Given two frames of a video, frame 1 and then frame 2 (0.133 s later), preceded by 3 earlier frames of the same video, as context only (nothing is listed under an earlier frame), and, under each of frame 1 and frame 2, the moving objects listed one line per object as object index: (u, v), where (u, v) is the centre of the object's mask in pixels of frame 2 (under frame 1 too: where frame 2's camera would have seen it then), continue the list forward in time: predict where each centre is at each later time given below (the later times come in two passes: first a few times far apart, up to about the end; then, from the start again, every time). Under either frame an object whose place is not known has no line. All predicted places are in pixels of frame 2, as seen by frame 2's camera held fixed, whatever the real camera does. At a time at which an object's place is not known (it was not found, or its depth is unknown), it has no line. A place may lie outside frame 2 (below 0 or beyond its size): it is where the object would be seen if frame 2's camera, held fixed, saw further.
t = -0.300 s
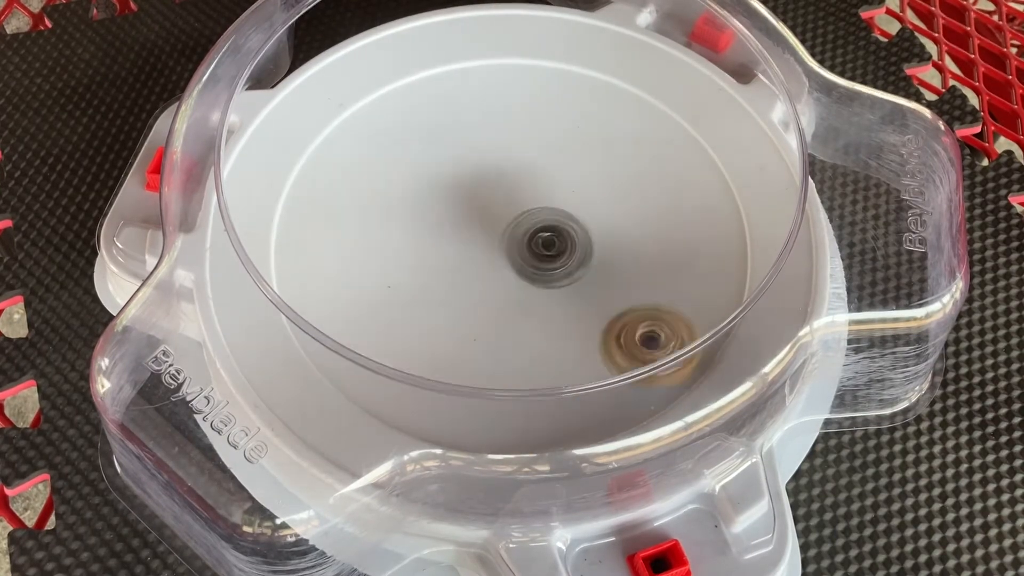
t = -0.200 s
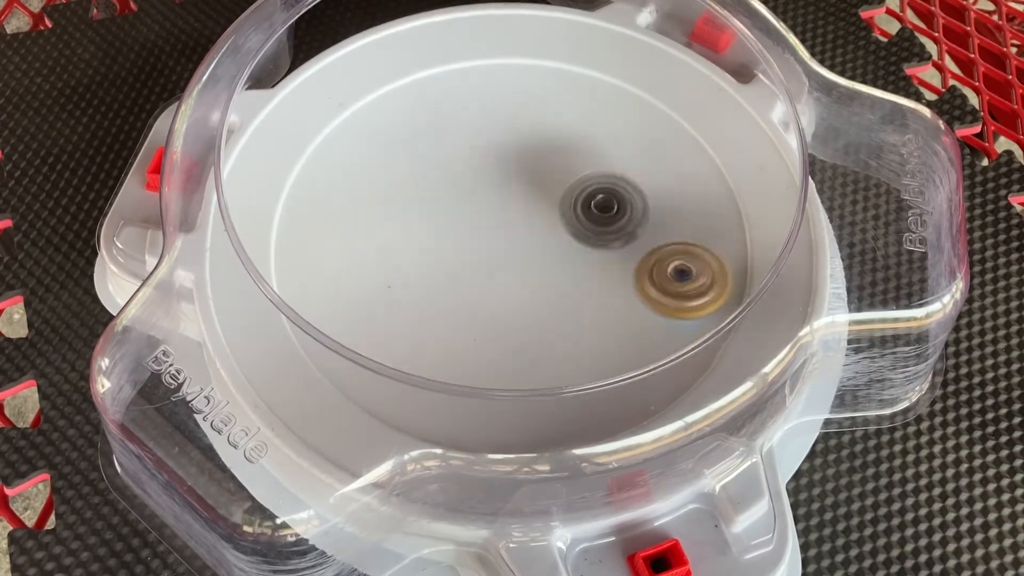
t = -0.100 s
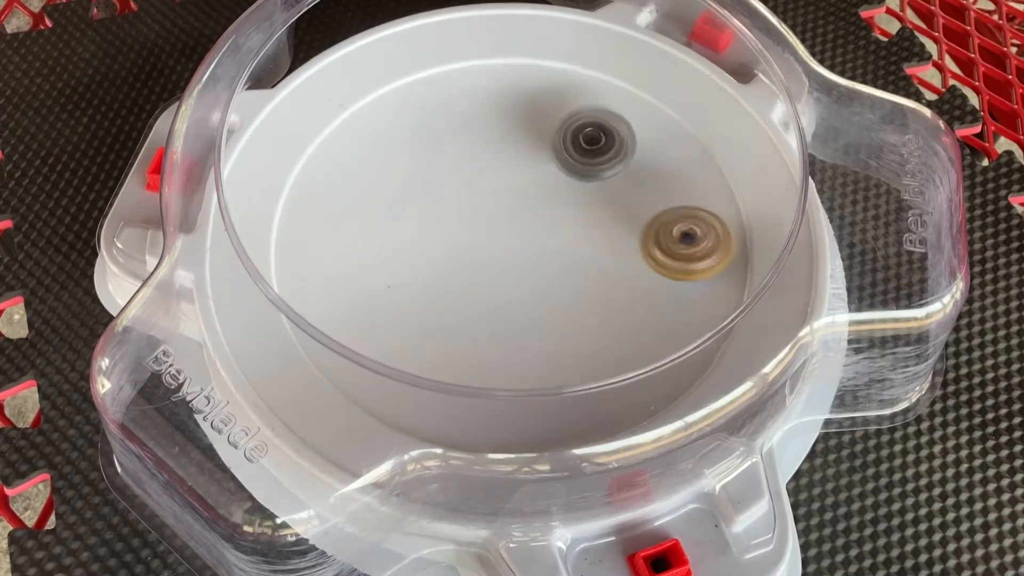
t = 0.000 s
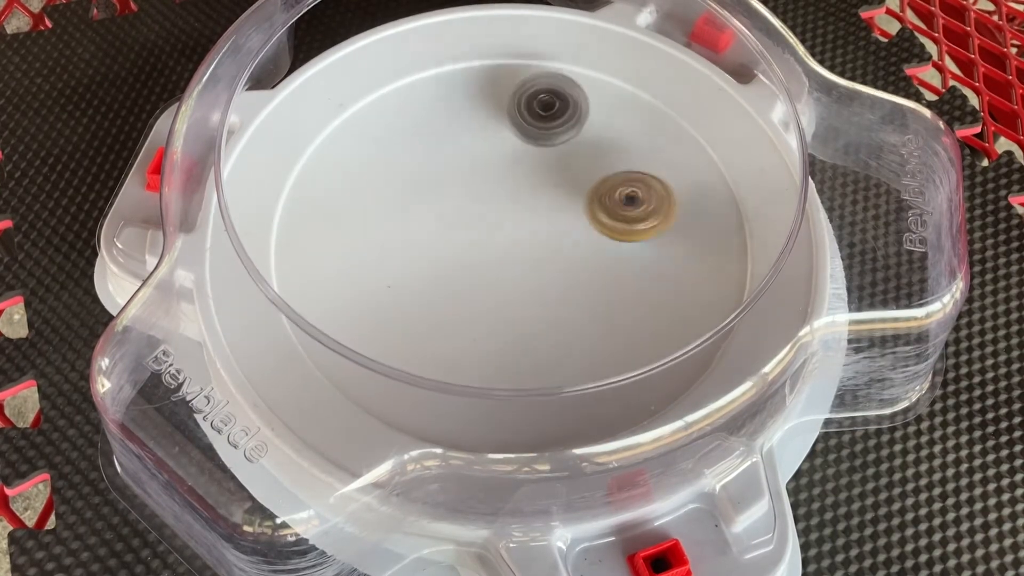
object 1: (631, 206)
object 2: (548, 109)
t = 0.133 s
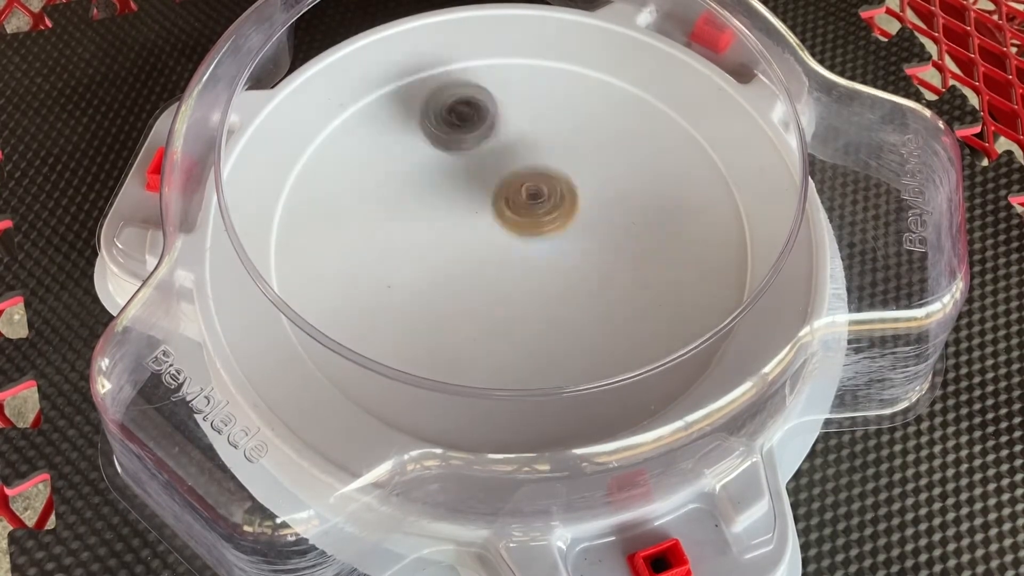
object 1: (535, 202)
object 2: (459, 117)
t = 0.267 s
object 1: (524, 320)
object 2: (332, 64)
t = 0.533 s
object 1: (588, 352)
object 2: (306, 218)
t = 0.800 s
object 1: (555, 267)
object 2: (587, 346)
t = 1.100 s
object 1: (406, 262)
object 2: (684, 144)
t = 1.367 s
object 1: (422, 327)
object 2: (454, 100)
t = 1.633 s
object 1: (501, 300)
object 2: (375, 298)
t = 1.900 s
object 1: (469, 202)
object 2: (598, 355)
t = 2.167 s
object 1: (391, 183)
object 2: (644, 214)
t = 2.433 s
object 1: (400, 253)
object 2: (487, 171)
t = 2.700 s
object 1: (522, 279)
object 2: (434, 195)
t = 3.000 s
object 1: (568, 154)
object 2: (501, 265)
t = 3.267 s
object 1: (457, 153)
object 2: (540, 264)
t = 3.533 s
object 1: (382, 204)
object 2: (639, 293)
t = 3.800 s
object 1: (399, 272)
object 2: (687, 244)
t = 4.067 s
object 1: (493, 301)
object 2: (562, 222)
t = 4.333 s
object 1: (570, 289)
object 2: (505, 229)
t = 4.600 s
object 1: (579, 227)
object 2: (458, 285)
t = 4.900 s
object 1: (528, 228)
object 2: (468, 307)
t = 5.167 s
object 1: (516, 232)
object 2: (466, 302)
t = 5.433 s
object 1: (529, 226)
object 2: (463, 294)
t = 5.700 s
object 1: (548, 208)
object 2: (439, 284)
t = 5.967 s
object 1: (536, 201)
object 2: (461, 245)
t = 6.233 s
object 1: (552, 197)
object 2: (454, 228)
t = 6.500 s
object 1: (558, 205)
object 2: (461, 221)
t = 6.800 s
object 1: (572, 230)
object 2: (480, 211)
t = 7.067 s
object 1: (582, 257)
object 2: (489, 200)
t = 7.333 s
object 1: (583, 279)
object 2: (508, 211)
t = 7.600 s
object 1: (564, 299)
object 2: (528, 209)
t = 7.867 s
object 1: (528, 307)
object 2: (529, 220)
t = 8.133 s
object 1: (487, 309)
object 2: (538, 227)
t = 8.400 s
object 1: (472, 293)
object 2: (533, 231)
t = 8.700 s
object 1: (444, 272)
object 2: (556, 222)
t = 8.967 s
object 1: (434, 234)
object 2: (553, 223)
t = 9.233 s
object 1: (450, 206)
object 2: (532, 242)
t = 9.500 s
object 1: (472, 191)
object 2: (550, 270)
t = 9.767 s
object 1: (510, 192)
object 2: (528, 273)
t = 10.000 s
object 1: (543, 180)
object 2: (515, 291)
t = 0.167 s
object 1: (533, 238)
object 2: (419, 93)
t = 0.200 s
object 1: (529, 271)
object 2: (384, 75)
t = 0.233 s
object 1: (525, 297)
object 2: (357, 64)
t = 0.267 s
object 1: (524, 320)
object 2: (332, 64)
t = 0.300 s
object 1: (527, 339)
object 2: (312, 68)
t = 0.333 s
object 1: (532, 353)
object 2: (297, 77)
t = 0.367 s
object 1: (540, 359)
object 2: (288, 90)
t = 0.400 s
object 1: (549, 362)
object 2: (281, 108)
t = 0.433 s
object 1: (560, 370)
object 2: (280, 131)
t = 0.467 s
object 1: (568, 361)
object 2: (281, 156)
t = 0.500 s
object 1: (577, 357)
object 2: (291, 188)
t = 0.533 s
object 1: (588, 352)
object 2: (306, 218)
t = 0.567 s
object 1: (596, 346)
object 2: (325, 248)
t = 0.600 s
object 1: (601, 336)
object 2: (355, 280)
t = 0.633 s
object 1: (603, 324)
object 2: (389, 308)
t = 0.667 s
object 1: (599, 310)
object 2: (426, 327)
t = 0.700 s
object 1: (593, 298)
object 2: (467, 343)
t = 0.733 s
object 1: (583, 286)
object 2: (506, 351)
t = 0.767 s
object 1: (571, 275)
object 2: (547, 351)
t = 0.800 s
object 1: (555, 267)
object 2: (587, 346)
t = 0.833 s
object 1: (537, 260)
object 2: (622, 335)
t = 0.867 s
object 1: (518, 255)
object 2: (653, 320)
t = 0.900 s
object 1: (497, 252)
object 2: (676, 302)
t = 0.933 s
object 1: (479, 249)
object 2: (696, 277)
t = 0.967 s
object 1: (462, 249)
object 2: (706, 250)
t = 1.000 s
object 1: (446, 250)
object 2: (710, 226)
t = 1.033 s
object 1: (432, 253)
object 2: (709, 198)
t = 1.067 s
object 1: (418, 257)
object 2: (700, 170)
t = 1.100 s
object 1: (406, 262)
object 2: (684, 144)
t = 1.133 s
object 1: (397, 269)
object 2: (665, 122)
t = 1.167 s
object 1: (389, 278)
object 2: (642, 102)
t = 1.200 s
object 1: (386, 285)
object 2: (611, 89)
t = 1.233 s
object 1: (387, 294)
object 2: (581, 81)
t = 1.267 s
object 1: (392, 303)
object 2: (547, 78)
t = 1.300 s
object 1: (400, 313)
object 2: (515, 80)
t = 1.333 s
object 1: (411, 320)
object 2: (483, 88)
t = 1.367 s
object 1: (422, 327)
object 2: (454, 100)
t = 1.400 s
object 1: (434, 333)
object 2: (427, 115)
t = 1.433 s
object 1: (447, 336)
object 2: (404, 134)
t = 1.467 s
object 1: (460, 335)
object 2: (386, 155)
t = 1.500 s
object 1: (471, 332)
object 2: (372, 180)
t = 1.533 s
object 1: (482, 327)
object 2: (363, 209)
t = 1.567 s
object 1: (490, 321)
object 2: (360, 238)
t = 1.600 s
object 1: (496, 312)
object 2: (364, 267)
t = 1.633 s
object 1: (501, 300)
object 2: (375, 298)
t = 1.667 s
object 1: (504, 287)
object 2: (395, 325)
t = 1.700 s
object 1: (505, 273)
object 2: (418, 341)
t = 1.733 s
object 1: (502, 259)
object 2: (445, 353)
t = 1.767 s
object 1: (497, 245)
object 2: (476, 371)
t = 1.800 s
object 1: (492, 233)
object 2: (508, 380)
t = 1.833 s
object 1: (485, 221)
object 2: (541, 378)
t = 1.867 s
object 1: (477, 211)
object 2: (572, 362)
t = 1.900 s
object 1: (469, 202)
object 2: (598, 355)
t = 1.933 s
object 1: (458, 193)
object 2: (624, 343)
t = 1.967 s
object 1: (448, 188)
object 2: (644, 329)
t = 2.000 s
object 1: (438, 183)
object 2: (661, 310)
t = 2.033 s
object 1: (429, 180)
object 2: (667, 291)
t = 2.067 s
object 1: (419, 178)
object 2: (670, 269)
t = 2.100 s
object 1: (409, 178)
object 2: (664, 249)
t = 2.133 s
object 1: (400, 180)
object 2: (658, 232)
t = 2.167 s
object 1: (391, 183)
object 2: (644, 214)
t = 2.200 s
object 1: (381, 187)
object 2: (629, 200)
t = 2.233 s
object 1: (372, 194)
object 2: (611, 188)
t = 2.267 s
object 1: (364, 202)
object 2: (591, 179)
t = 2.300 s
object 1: (361, 213)
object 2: (570, 173)
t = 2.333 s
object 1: (364, 224)
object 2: (547, 169)
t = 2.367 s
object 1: (373, 236)
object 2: (526, 167)
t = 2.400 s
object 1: (385, 246)
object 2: (505, 168)
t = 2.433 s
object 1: (400, 253)
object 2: (487, 171)
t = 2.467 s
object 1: (418, 256)
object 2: (469, 177)
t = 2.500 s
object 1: (434, 258)
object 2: (455, 182)
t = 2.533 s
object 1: (445, 271)
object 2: (448, 175)
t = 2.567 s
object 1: (457, 280)
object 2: (443, 173)
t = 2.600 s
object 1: (471, 285)
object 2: (438, 174)
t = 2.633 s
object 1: (487, 287)
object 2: (436, 178)
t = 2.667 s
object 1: (505, 285)
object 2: (433, 186)
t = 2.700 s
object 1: (522, 279)
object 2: (434, 195)
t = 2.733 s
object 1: (540, 270)
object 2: (436, 207)
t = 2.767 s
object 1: (555, 258)
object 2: (440, 217)
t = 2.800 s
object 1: (567, 245)
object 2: (446, 227)
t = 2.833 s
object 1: (576, 230)
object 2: (452, 235)
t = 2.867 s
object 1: (582, 214)
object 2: (461, 244)
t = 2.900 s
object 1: (583, 197)
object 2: (470, 250)
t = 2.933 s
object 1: (581, 182)
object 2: (481, 257)
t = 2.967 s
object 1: (576, 167)
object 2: (491, 261)
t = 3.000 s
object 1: (568, 154)
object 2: (501, 265)
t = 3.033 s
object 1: (556, 143)
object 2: (510, 268)
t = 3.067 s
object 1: (542, 135)
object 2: (517, 270)
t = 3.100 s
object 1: (527, 130)
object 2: (525, 272)
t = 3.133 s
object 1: (512, 127)
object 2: (530, 272)
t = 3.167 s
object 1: (496, 130)
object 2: (535, 271)
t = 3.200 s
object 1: (480, 134)
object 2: (538, 270)
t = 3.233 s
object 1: (468, 142)
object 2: (540, 267)
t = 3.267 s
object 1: (457, 153)
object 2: (540, 264)
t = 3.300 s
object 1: (449, 166)
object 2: (539, 261)
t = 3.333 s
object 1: (444, 181)
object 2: (539, 257)
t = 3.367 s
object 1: (443, 196)
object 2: (535, 254)
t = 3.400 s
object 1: (445, 212)
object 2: (532, 249)
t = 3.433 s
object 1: (432, 214)
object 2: (550, 258)
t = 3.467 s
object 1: (409, 207)
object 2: (581, 274)
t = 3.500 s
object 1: (392, 203)
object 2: (614, 285)
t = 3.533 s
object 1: (382, 204)
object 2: (639, 293)
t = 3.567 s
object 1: (377, 209)
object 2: (661, 297)
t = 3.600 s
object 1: (376, 216)
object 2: (677, 296)
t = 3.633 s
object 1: (376, 226)
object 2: (687, 289)
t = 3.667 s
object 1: (377, 235)
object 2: (698, 282)
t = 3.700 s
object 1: (380, 245)
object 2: (702, 274)
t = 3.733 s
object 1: (385, 255)
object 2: (701, 265)
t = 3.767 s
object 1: (392, 264)
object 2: (696, 255)
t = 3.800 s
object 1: (399, 272)
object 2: (687, 244)
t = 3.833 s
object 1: (408, 279)
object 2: (677, 237)
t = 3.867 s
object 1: (419, 285)
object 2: (663, 230)
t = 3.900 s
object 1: (429, 290)
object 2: (648, 224)
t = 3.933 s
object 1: (442, 295)
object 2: (630, 220)
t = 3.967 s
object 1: (454, 298)
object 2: (614, 218)
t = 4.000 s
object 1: (467, 300)
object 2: (597, 218)
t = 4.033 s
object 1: (480, 301)
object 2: (580, 220)
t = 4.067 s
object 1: (493, 301)
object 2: (562, 222)
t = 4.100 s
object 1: (507, 300)
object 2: (546, 226)
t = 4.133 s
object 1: (513, 306)
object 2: (536, 223)
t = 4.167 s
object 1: (519, 311)
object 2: (530, 217)
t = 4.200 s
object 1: (528, 312)
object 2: (525, 213)
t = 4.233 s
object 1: (540, 309)
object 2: (520, 214)
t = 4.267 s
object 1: (552, 304)
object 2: (514, 216)
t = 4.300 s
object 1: (562, 298)
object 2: (510, 221)
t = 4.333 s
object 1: (570, 289)
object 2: (505, 229)
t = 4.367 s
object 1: (577, 282)
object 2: (499, 235)
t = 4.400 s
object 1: (583, 274)
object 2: (489, 240)
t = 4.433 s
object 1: (588, 265)
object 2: (481, 247)
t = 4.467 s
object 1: (590, 255)
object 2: (473, 254)
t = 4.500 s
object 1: (590, 245)
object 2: (468, 262)
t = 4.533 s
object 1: (588, 236)
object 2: (463, 270)
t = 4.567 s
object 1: (584, 230)
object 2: (459, 277)
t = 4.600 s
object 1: (579, 227)
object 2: (458, 285)
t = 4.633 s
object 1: (574, 224)
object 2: (457, 291)
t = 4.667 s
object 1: (568, 222)
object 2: (456, 297)
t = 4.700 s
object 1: (561, 221)
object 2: (457, 301)
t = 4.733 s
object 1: (554, 220)
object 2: (458, 304)
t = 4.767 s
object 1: (548, 221)
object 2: (460, 307)
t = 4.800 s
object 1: (542, 222)
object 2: (461, 308)
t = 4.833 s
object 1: (537, 224)
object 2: (463, 309)
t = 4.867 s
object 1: (532, 226)
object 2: (465, 308)
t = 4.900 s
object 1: (528, 228)
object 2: (468, 307)
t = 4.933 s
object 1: (524, 230)
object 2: (470, 305)
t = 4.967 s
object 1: (521, 233)
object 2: (473, 302)
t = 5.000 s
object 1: (519, 235)
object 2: (474, 299)
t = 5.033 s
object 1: (521, 232)
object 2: (469, 303)
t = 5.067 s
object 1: (520, 231)
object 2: (466, 304)
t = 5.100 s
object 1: (520, 231)
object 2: (465, 305)
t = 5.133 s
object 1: (518, 232)
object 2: (465, 303)
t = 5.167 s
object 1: (516, 232)
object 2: (466, 302)
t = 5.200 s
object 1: (514, 233)
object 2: (467, 299)
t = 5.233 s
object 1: (515, 231)
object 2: (464, 299)
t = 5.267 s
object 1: (519, 227)
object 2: (460, 301)
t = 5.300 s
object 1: (523, 225)
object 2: (458, 303)
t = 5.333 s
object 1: (526, 224)
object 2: (457, 303)
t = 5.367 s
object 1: (527, 223)
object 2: (458, 301)
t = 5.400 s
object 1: (529, 225)
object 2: (459, 302)
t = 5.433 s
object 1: (529, 226)
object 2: (463, 294)
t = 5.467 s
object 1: (528, 229)
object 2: (465, 291)
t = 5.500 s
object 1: (527, 231)
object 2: (467, 287)
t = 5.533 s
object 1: (536, 225)
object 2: (457, 289)
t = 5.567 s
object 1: (543, 219)
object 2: (449, 290)
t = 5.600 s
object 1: (547, 215)
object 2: (444, 290)
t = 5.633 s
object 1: (548, 212)
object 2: (441, 289)
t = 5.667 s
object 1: (548, 210)
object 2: (439, 287)
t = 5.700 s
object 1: (548, 208)
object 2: (439, 284)
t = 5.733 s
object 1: (547, 207)
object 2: (440, 281)
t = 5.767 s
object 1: (546, 205)
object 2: (441, 277)
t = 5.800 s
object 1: (544, 204)
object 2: (443, 273)
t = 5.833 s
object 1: (543, 203)
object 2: (446, 268)
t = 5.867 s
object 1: (541, 202)
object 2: (449, 263)
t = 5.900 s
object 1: (539, 201)
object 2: (454, 257)
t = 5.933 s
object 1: (538, 201)
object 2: (457, 252)
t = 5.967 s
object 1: (536, 201)
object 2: (461, 245)
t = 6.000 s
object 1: (537, 199)
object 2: (460, 241)
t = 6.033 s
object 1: (540, 197)
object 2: (458, 238)
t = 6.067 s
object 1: (542, 196)
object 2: (457, 235)
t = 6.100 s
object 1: (543, 196)
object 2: (457, 232)
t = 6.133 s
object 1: (543, 197)
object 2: (458, 230)
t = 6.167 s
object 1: (544, 197)
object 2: (459, 228)
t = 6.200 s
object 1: (544, 198)
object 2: (461, 226)
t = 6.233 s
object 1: (552, 197)
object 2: (454, 228)
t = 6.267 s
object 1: (556, 197)
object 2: (451, 227)
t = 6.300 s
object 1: (559, 197)
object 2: (449, 227)
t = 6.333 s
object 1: (559, 198)
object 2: (448, 226)
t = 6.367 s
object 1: (560, 199)
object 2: (449, 225)
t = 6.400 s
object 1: (559, 200)
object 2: (452, 224)
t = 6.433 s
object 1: (559, 201)
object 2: (455, 223)
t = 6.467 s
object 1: (559, 203)
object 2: (458, 222)
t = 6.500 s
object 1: (558, 205)
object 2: (461, 221)
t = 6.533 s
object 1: (557, 207)
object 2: (466, 218)
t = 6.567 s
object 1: (560, 209)
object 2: (467, 217)
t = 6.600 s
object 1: (564, 211)
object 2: (466, 217)
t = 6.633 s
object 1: (566, 214)
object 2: (468, 216)
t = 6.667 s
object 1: (568, 217)
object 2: (470, 215)
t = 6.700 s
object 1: (568, 220)
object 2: (475, 215)
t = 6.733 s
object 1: (569, 223)
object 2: (478, 214)
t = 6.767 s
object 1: (571, 227)
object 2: (479, 213)
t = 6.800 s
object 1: (572, 230)
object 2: (480, 211)
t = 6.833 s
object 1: (574, 234)
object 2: (481, 210)
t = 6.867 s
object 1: (575, 238)
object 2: (485, 208)
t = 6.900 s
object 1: (575, 241)
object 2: (488, 208)
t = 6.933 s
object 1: (575, 243)
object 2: (491, 207)
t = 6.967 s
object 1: (574, 245)
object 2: (493, 207)
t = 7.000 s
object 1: (577, 248)
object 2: (492, 203)
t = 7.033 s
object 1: (580, 253)
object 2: (490, 201)
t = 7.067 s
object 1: (582, 257)
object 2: (489, 200)
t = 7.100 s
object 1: (583, 260)
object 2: (490, 199)
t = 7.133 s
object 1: (584, 263)
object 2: (492, 200)
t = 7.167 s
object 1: (585, 267)
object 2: (493, 200)
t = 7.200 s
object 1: (585, 270)
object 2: (494, 201)
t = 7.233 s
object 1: (585, 272)
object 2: (496, 203)
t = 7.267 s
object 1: (584, 274)
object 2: (499, 206)
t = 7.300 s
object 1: (584, 277)
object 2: (504, 208)
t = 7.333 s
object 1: (583, 279)
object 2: (508, 211)
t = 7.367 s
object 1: (581, 280)
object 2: (512, 213)
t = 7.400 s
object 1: (579, 282)
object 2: (516, 214)
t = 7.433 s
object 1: (576, 284)
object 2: (520, 216)
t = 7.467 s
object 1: (574, 285)
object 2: (525, 218)
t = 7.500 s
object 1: (573, 291)
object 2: (528, 214)
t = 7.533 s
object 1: (570, 295)
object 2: (528, 211)
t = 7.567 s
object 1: (567, 297)
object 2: (528, 209)
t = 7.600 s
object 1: (564, 299)
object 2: (528, 209)
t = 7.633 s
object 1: (560, 301)
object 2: (529, 209)
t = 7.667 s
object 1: (556, 302)
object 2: (530, 210)
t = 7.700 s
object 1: (552, 304)
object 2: (529, 211)
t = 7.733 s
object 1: (547, 305)
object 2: (529, 212)
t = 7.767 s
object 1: (542, 306)
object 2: (528, 214)
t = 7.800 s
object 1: (538, 307)
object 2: (529, 215)
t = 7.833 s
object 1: (533, 307)
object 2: (529, 217)
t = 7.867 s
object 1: (528, 307)
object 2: (529, 220)
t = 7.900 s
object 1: (523, 307)
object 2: (528, 221)
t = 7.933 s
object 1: (518, 307)
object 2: (529, 224)
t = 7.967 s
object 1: (512, 307)
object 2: (529, 227)
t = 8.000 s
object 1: (507, 306)
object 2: (530, 229)
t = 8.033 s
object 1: (502, 306)
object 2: (530, 231)
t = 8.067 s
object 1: (495, 309)
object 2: (534, 229)
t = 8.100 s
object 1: (490, 309)
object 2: (537, 227)
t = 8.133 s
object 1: (487, 309)
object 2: (538, 227)
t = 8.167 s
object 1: (484, 307)
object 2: (537, 226)
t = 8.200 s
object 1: (482, 305)
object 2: (539, 227)
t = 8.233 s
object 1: (481, 303)
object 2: (539, 228)
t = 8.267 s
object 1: (479, 301)
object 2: (537, 228)
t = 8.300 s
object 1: (478, 299)
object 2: (536, 230)
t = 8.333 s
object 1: (476, 297)
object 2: (536, 231)
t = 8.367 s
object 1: (475, 294)
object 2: (534, 232)
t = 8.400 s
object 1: (472, 293)
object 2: (533, 231)
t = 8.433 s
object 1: (469, 292)
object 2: (538, 229)
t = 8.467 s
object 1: (466, 290)
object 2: (541, 227)
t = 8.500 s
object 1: (465, 287)
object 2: (540, 227)
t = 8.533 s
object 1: (465, 285)
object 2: (540, 227)
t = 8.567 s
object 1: (464, 281)
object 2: (540, 228)
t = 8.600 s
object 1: (464, 278)
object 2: (538, 229)
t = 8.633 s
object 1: (458, 277)
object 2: (541, 227)
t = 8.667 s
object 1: (449, 276)
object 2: (551, 224)
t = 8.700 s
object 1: (444, 272)
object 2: (556, 222)
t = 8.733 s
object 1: (441, 267)
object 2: (558, 220)
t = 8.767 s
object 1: (439, 262)
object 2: (563, 220)
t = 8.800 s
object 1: (437, 257)
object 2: (561, 220)
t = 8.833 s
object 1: (435, 253)
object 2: (559, 219)
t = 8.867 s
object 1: (434, 248)
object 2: (560, 220)
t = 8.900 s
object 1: (434, 244)
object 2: (556, 221)
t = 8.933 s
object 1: (434, 239)
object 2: (554, 221)
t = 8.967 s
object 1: (434, 234)
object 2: (553, 223)
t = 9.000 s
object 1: (434, 229)
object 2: (549, 225)
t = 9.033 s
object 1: (435, 225)
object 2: (547, 227)
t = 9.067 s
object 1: (436, 222)
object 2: (545, 230)
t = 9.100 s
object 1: (439, 218)
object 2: (541, 231)
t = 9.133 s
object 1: (441, 215)
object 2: (539, 234)
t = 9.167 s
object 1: (444, 211)
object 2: (537, 238)
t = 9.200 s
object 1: (447, 208)
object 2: (533, 240)
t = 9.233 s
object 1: (450, 206)
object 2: (532, 242)
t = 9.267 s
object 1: (453, 204)
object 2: (530, 245)
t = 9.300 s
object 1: (455, 198)
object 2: (533, 250)
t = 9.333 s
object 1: (456, 195)
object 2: (540, 256)
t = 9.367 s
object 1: (459, 193)
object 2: (541, 259)
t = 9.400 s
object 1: (462, 192)
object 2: (546, 264)
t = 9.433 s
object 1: (465, 191)
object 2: (548, 266)
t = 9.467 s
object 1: (468, 191)
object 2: (546, 268)
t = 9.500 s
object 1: (472, 191)
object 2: (550, 270)
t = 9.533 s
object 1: (476, 192)
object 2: (547, 271)
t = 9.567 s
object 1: (480, 193)
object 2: (546, 271)
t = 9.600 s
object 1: (485, 193)
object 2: (544, 271)
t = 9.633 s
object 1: (490, 193)
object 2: (539, 270)
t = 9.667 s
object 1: (495, 194)
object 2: (540, 270)
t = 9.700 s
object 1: (500, 195)
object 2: (534, 268)
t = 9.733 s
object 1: (506, 196)
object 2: (532, 268)
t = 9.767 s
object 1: (510, 192)
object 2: (528, 273)
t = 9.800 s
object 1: (516, 186)
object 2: (526, 281)
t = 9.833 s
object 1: (522, 183)
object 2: (525, 288)
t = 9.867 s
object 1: (526, 180)
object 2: (521, 291)
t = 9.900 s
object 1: (531, 180)
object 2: (522, 293)
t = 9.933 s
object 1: (536, 179)
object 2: (517, 292)
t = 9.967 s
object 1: (540, 179)
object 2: (519, 293)
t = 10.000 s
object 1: (543, 180)
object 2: (515, 291)
